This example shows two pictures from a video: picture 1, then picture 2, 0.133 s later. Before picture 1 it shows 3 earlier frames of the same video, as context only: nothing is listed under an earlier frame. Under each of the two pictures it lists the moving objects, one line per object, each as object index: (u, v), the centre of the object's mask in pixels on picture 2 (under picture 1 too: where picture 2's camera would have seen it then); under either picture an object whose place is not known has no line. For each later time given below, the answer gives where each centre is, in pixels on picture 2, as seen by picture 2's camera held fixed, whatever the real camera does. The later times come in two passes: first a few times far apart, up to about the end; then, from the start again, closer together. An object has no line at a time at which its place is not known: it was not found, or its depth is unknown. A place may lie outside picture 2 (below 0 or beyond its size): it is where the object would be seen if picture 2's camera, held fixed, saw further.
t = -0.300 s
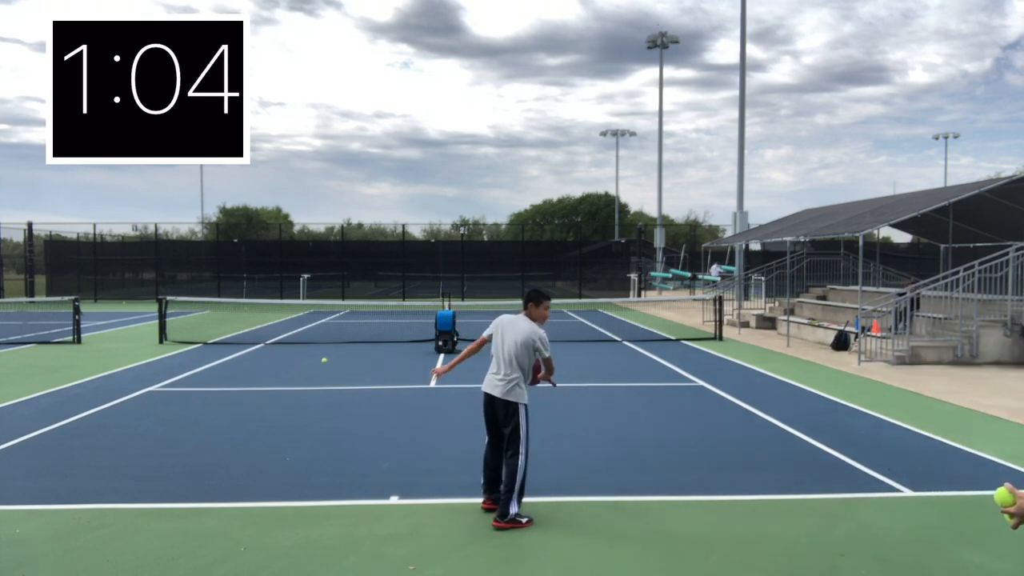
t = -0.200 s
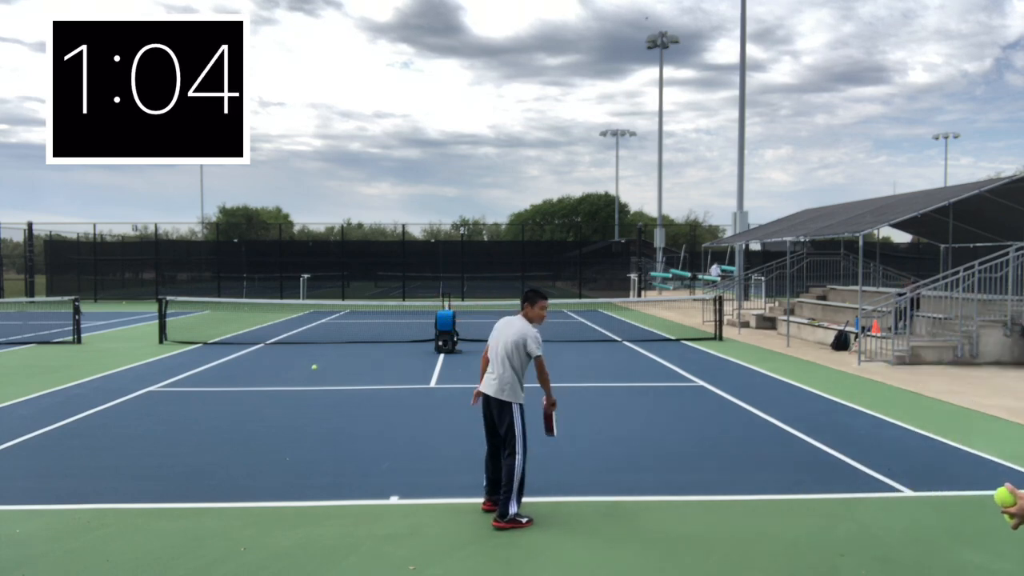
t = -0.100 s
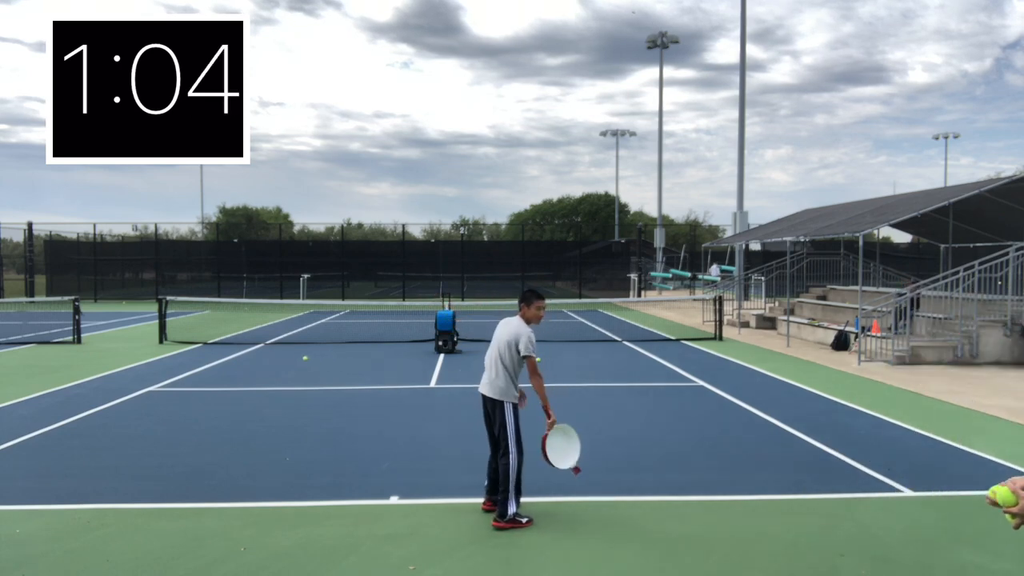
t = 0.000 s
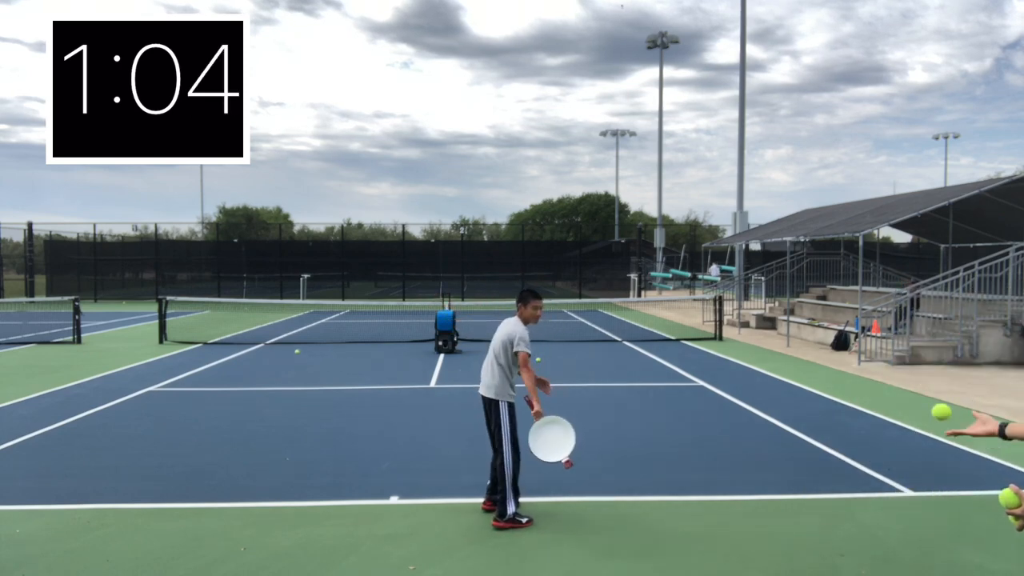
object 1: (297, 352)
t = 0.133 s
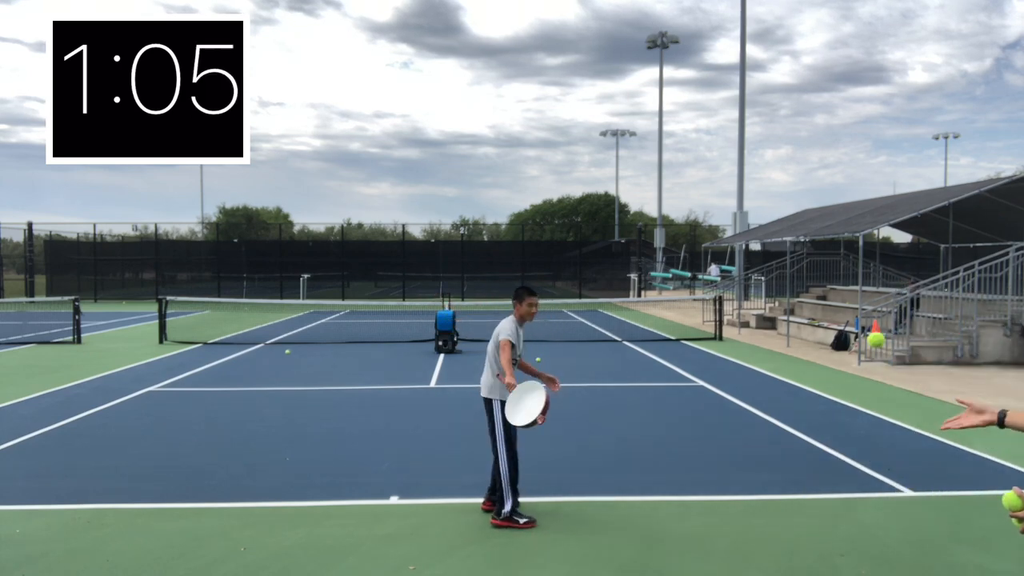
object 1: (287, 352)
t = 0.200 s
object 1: (283, 353)
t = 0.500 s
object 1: (266, 344)
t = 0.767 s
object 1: (253, 327)
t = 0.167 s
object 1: (285, 353)
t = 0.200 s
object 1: (283, 353)
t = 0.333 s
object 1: (274, 344)
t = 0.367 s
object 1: (272, 343)
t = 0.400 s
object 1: (270, 343)
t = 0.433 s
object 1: (269, 343)
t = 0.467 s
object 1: (267, 343)
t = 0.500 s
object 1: (266, 344)
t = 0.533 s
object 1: (266, 343)
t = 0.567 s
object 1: (263, 342)
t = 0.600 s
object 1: (261, 340)
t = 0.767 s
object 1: (253, 327)
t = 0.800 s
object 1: (252, 325)
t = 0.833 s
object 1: (251, 323)
